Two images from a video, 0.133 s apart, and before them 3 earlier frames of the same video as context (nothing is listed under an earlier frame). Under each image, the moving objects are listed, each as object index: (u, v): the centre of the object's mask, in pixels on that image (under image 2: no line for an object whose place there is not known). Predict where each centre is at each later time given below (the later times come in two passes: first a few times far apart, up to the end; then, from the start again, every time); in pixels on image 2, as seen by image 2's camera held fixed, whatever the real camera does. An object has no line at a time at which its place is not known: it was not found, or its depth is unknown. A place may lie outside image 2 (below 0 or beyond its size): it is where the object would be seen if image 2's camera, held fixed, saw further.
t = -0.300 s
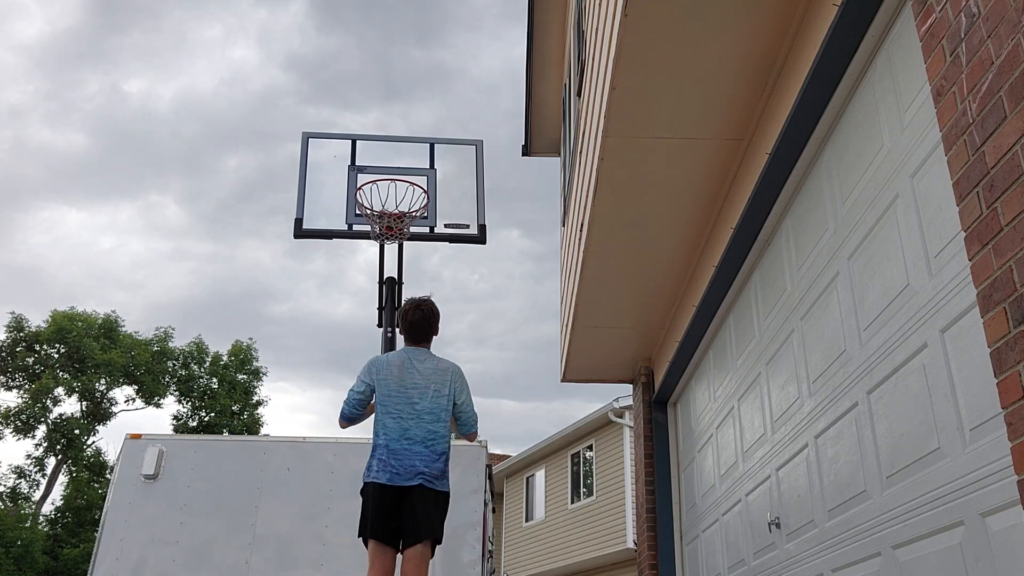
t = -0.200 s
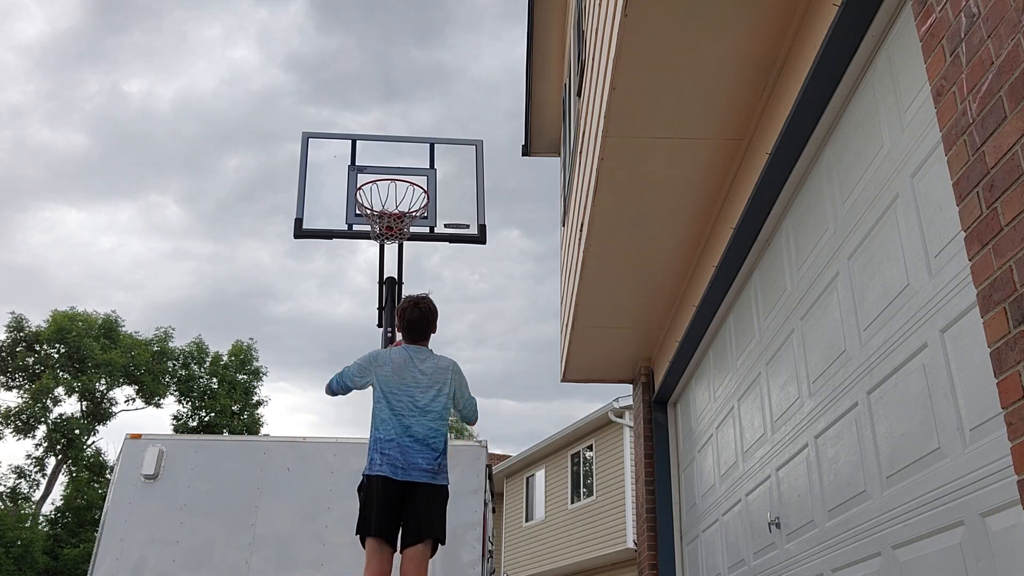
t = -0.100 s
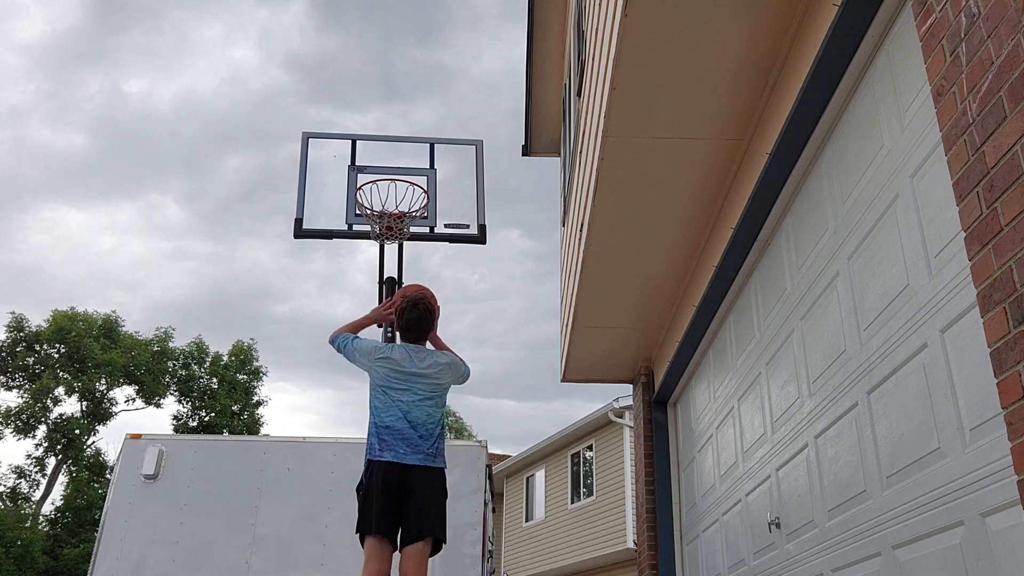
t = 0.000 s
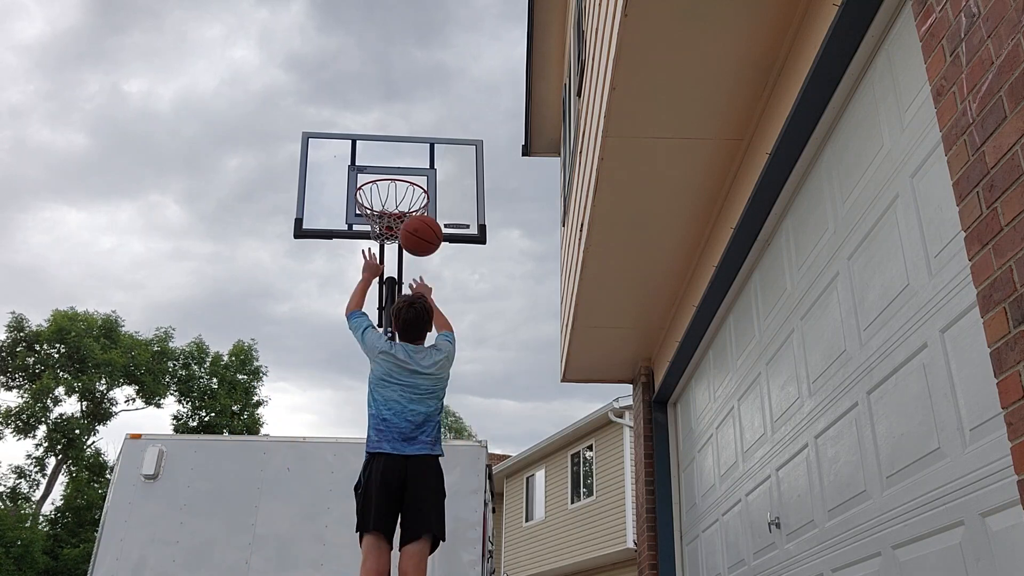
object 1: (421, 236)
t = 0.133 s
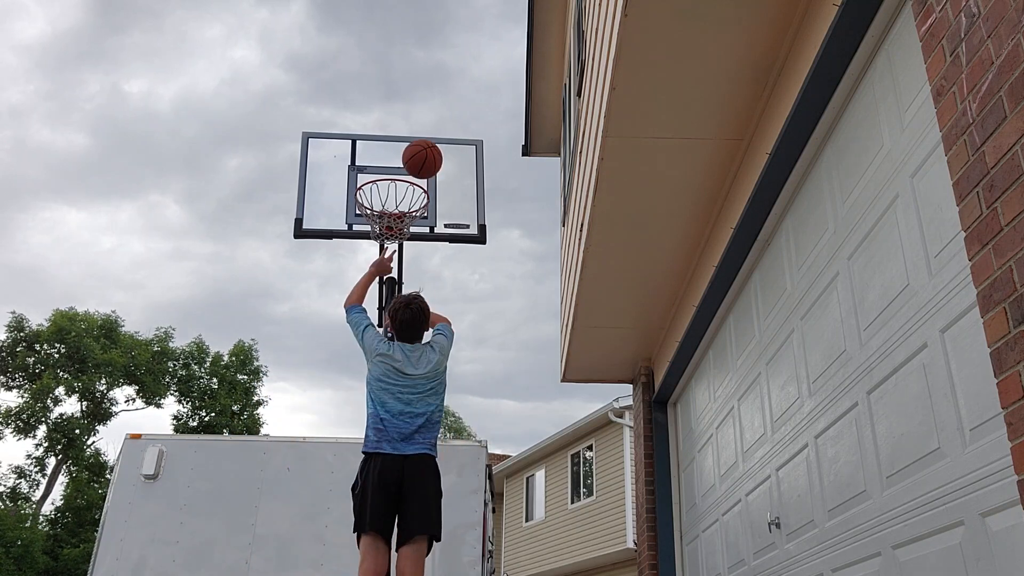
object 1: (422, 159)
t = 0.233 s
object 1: (422, 124)
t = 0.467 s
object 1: (417, 96)
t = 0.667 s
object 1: (409, 124)
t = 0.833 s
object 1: (398, 182)
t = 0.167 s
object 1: (422, 145)
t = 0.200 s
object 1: (422, 134)
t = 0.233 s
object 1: (422, 124)
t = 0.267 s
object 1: (422, 116)
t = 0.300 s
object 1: (421, 109)
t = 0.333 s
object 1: (420, 103)
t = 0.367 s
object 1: (420, 100)
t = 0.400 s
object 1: (418, 97)
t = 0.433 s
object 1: (418, 96)
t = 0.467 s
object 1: (417, 96)
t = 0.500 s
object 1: (416, 97)
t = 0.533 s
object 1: (415, 100)
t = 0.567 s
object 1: (413, 103)
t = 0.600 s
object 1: (412, 109)
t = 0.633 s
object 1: (411, 116)
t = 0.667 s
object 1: (409, 124)
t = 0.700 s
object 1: (407, 133)
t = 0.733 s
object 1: (405, 143)
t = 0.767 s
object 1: (403, 155)
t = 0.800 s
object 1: (401, 167)
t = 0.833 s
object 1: (398, 182)
